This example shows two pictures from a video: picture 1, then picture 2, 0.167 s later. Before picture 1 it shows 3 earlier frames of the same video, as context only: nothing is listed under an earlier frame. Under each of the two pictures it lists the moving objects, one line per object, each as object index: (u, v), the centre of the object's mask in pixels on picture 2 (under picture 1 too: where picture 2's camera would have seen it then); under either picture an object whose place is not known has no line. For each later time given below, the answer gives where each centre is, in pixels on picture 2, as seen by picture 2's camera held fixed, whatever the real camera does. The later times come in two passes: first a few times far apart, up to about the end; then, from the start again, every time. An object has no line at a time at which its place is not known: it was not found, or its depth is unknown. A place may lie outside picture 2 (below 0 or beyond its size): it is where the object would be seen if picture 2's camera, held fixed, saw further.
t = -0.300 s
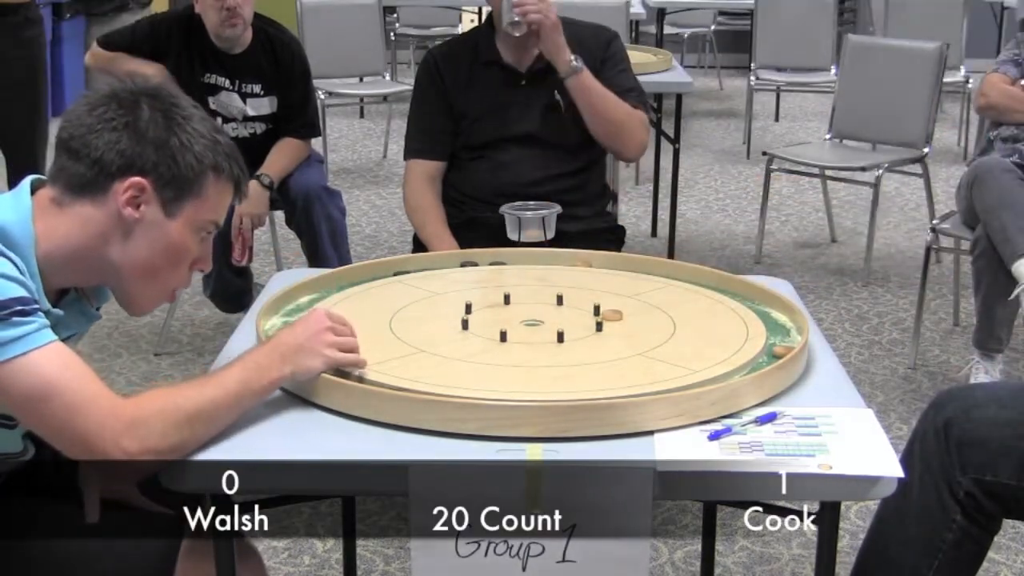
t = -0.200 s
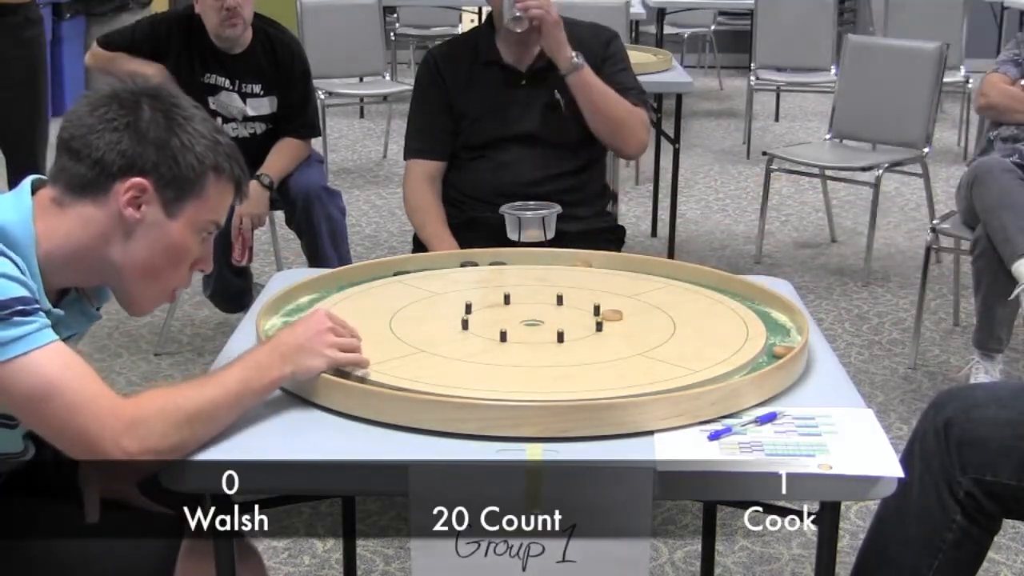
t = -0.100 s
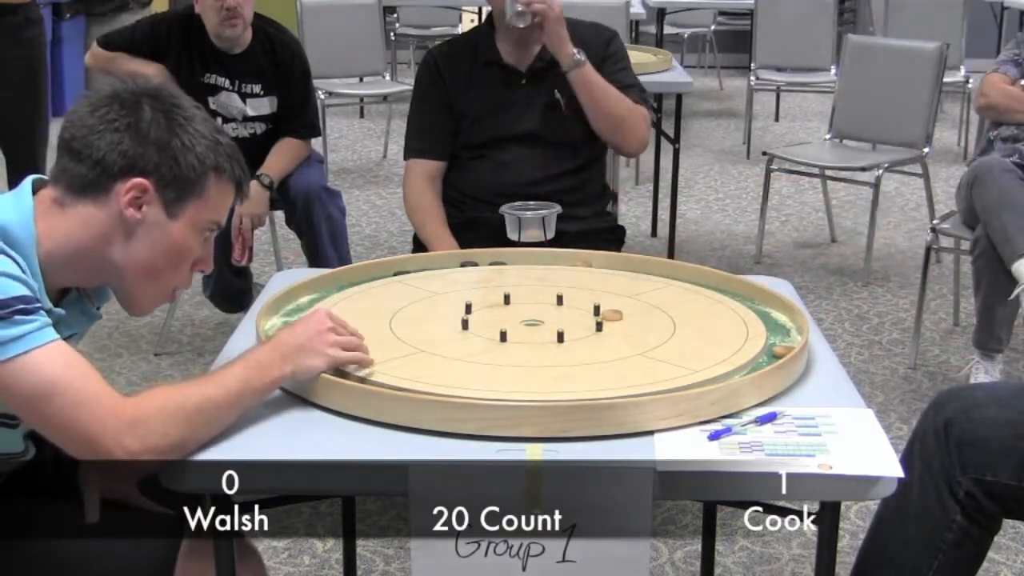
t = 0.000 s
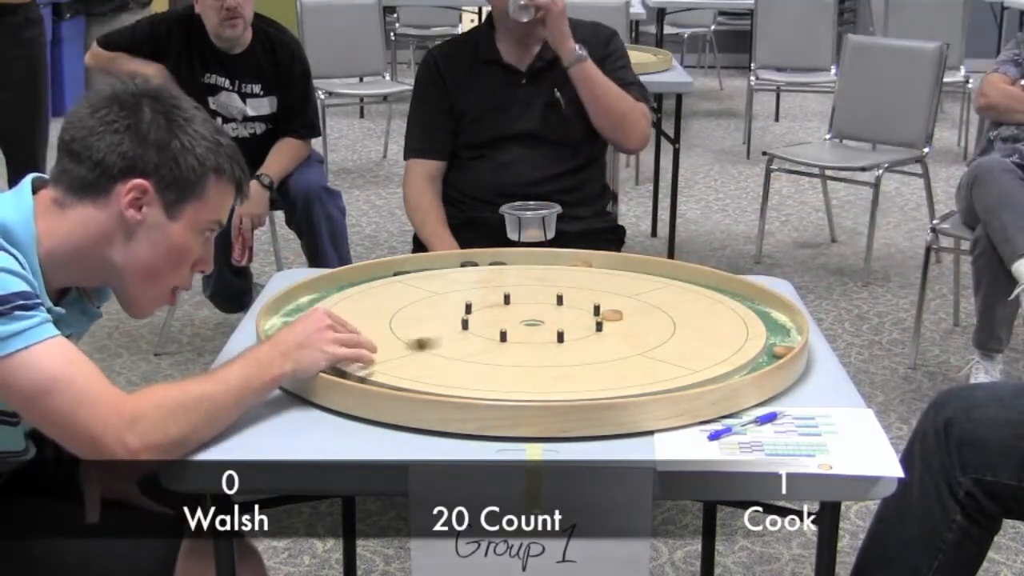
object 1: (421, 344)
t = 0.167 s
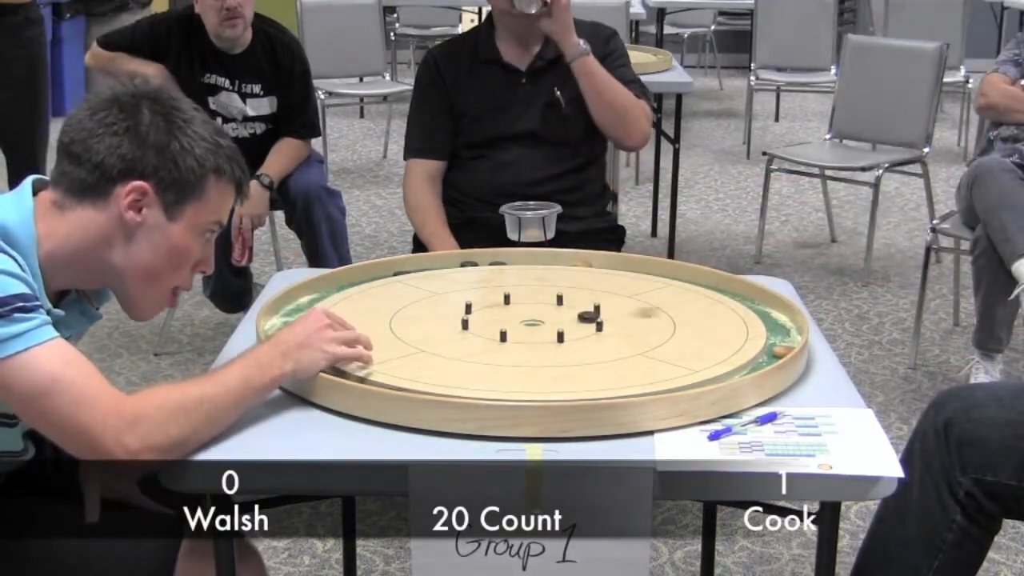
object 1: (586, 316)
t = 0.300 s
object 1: (574, 321)
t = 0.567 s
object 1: (570, 322)
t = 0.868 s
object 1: (570, 322)
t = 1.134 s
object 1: (570, 322)
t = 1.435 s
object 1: (570, 322)
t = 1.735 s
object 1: (570, 321)
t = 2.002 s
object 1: (570, 322)
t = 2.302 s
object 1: (570, 322)
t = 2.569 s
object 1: (570, 322)
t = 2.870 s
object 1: (570, 322)
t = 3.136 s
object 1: (570, 322)
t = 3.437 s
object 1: (570, 322)
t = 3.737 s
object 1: (570, 322)
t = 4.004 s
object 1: (570, 322)
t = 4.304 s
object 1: (570, 322)
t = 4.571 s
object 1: (570, 322)
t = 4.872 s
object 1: (570, 322)
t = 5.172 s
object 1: (570, 322)
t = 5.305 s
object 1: (570, 322)
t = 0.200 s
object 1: (583, 318)
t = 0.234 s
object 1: (580, 319)
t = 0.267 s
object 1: (577, 320)
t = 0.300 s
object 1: (574, 321)
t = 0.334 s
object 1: (572, 321)
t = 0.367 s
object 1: (571, 321)
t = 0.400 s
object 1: (570, 322)
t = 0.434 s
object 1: (570, 322)
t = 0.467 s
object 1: (570, 322)
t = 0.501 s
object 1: (570, 322)
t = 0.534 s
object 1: (570, 322)
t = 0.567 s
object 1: (570, 322)
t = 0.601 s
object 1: (570, 322)
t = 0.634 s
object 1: (570, 322)
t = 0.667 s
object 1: (570, 322)
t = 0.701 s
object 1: (570, 322)
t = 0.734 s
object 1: (570, 322)
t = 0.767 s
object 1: (570, 322)
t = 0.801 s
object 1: (570, 322)
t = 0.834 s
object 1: (570, 322)
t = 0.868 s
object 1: (570, 322)
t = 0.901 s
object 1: (570, 322)
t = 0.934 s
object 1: (570, 322)
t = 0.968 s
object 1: (570, 322)
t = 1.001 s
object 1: (570, 322)
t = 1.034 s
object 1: (570, 322)
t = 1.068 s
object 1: (570, 322)
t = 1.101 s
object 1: (570, 322)
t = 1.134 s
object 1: (570, 322)
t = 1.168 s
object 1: (570, 322)
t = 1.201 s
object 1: (570, 322)
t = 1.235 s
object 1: (570, 322)
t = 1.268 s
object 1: (570, 322)
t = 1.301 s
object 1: (570, 322)
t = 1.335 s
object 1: (570, 322)
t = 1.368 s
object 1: (570, 322)
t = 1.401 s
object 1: (570, 322)
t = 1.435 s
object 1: (570, 322)
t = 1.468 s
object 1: (570, 322)
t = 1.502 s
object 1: (570, 322)
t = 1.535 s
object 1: (570, 322)
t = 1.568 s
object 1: (570, 322)
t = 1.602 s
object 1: (570, 322)
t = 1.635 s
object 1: (570, 322)
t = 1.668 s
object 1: (570, 322)
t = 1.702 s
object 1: (570, 321)
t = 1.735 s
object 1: (570, 321)
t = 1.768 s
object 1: (570, 321)
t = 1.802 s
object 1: (570, 321)
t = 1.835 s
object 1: (570, 321)
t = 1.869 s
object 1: (570, 321)
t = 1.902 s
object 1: (570, 321)
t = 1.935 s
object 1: (570, 321)
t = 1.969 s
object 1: (570, 322)
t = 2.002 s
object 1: (570, 322)
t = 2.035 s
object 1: (570, 322)
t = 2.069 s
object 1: (570, 322)
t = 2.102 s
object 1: (570, 322)
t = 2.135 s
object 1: (570, 322)
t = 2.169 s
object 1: (570, 322)
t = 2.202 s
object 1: (570, 322)
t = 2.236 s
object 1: (570, 322)
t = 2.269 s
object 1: (570, 322)
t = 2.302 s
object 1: (570, 322)
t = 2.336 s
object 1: (570, 322)
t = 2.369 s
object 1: (570, 322)
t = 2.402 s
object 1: (570, 322)
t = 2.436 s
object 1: (570, 322)
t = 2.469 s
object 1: (570, 322)
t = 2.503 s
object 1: (570, 322)
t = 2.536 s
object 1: (570, 322)
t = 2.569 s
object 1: (570, 322)
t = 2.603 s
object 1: (570, 322)
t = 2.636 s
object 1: (570, 322)
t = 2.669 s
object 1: (570, 322)
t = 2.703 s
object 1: (570, 322)
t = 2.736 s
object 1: (570, 322)
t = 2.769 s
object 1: (570, 322)
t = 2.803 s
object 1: (570, 322)
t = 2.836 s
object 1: (570, 322)
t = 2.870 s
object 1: (570, 322)
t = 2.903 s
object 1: (570, 322)
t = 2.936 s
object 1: (570, 322)
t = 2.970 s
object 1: (570, 322)
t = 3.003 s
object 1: (570, 322)
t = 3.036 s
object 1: (570, 322)
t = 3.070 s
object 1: (570, 322)
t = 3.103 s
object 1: (570, 322)
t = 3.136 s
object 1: (570, 322)
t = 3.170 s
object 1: (570, 322)
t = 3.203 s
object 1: (570, 322)
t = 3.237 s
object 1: (570, 322)
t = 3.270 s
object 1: (570, 322)
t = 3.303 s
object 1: (570, 322)
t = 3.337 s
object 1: (570, 322)
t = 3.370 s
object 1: (570, 322)
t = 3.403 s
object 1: (570, 322)
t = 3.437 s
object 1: (570, 322)
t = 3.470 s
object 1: (570, 322)
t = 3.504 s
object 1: (570, 322)
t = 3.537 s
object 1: (570, 322)
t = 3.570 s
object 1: (570, 322)
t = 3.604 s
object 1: (570, 322)
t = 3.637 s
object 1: (570, 322)
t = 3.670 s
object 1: (570, 322)
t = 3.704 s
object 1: (570, 322)
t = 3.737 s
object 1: (570, 322)
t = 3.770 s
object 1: (570, 322)
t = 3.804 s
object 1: (570, 322)
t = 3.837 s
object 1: (570, 322)
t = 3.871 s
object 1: (570, 322)
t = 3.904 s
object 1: (570, 322)
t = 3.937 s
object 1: (570, 322)
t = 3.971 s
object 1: (570, 322)
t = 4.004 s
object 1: (570, 322)
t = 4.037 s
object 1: (570, 322)
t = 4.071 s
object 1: (570, 322)
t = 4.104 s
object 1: (570, 322)
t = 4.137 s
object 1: (570, 322)
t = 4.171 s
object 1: (570, 322)
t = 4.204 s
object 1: (570, 322)
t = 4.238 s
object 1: (570, 322)
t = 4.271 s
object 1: (570, 322)
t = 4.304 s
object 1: (570, 322)
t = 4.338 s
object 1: (570, 322)
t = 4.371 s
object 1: (570, 322)
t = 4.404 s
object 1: (570, 322)
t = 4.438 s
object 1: (570, 322)
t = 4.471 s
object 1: (570, 322)
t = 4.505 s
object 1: (570, 322)
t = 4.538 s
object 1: (570, 322)
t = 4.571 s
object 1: (570, 322)
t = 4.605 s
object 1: (570, 322)
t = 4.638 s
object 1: (570, 322)
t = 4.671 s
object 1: (570, 322)
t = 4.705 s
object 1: (570, 322)
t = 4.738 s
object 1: (570, 322)
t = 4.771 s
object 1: (570, 322)
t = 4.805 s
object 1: (570, 322)
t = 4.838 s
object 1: (570, 322)
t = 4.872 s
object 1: (570, 322)
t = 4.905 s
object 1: (570, 322)
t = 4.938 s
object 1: (570, 322)
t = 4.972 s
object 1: (570, 322)
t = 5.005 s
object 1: (570, 322)
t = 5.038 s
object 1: (570, 322)
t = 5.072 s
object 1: (570, 322)
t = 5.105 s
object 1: (570, 322)
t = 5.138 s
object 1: (570, 322)
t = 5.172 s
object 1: (570, 322)
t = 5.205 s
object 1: (570, 322)
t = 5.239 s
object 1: (570, 322)
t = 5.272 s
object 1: (570, 322)
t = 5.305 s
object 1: (570, 322)
